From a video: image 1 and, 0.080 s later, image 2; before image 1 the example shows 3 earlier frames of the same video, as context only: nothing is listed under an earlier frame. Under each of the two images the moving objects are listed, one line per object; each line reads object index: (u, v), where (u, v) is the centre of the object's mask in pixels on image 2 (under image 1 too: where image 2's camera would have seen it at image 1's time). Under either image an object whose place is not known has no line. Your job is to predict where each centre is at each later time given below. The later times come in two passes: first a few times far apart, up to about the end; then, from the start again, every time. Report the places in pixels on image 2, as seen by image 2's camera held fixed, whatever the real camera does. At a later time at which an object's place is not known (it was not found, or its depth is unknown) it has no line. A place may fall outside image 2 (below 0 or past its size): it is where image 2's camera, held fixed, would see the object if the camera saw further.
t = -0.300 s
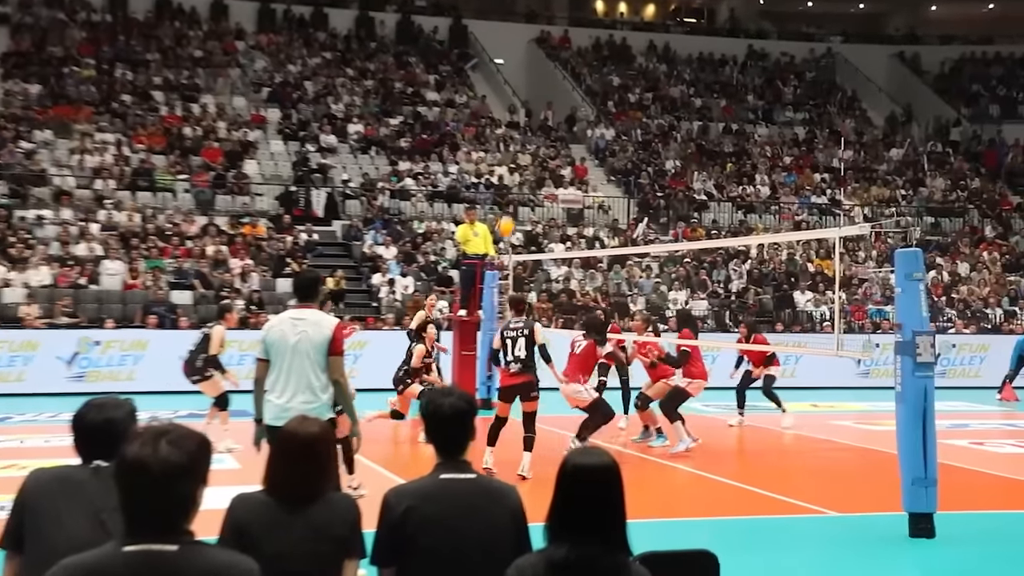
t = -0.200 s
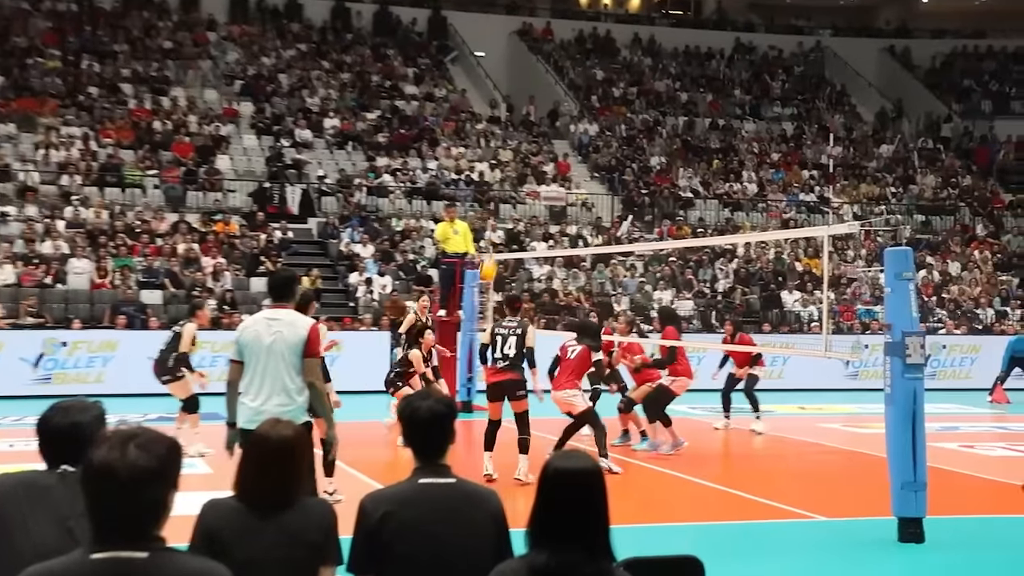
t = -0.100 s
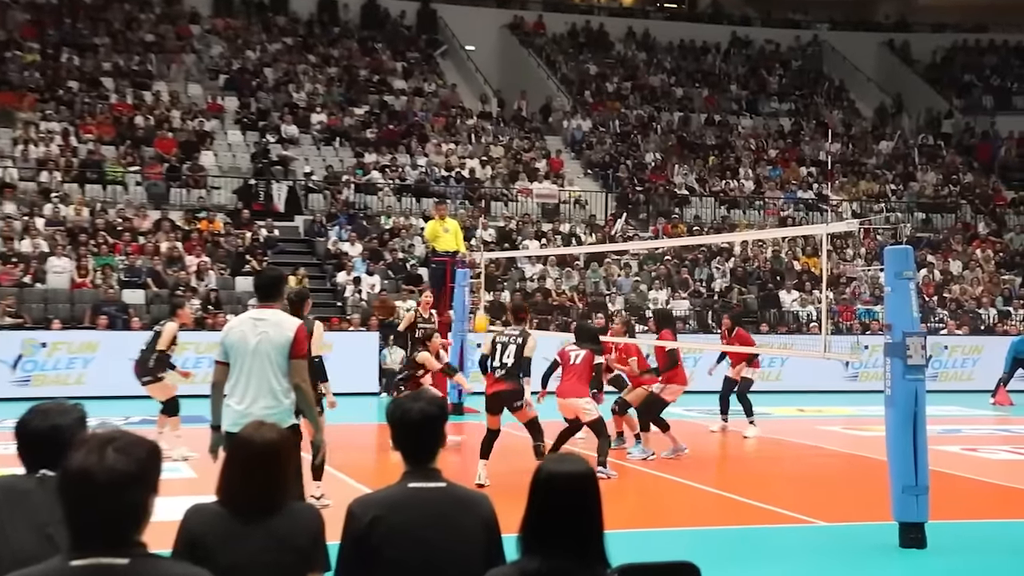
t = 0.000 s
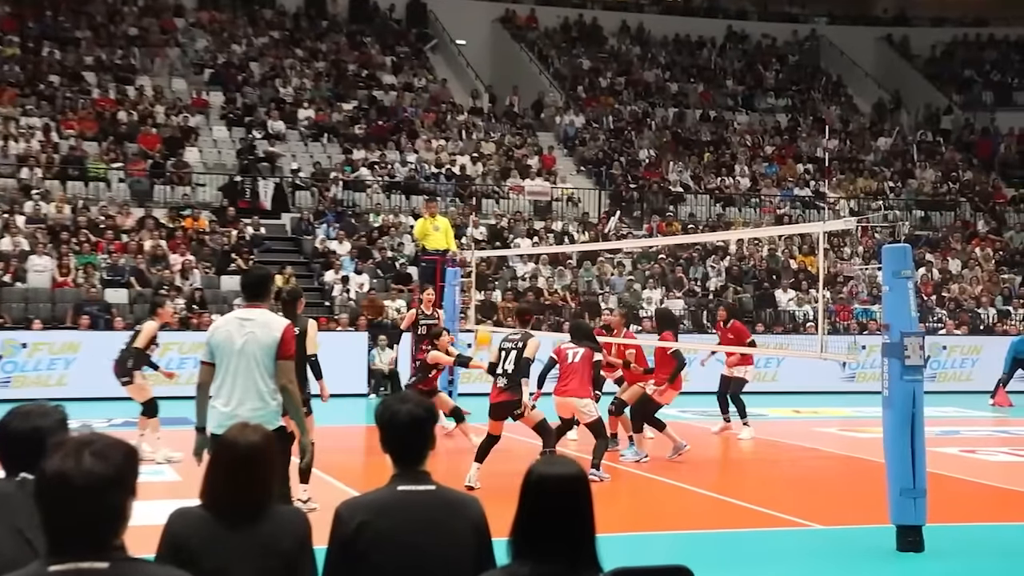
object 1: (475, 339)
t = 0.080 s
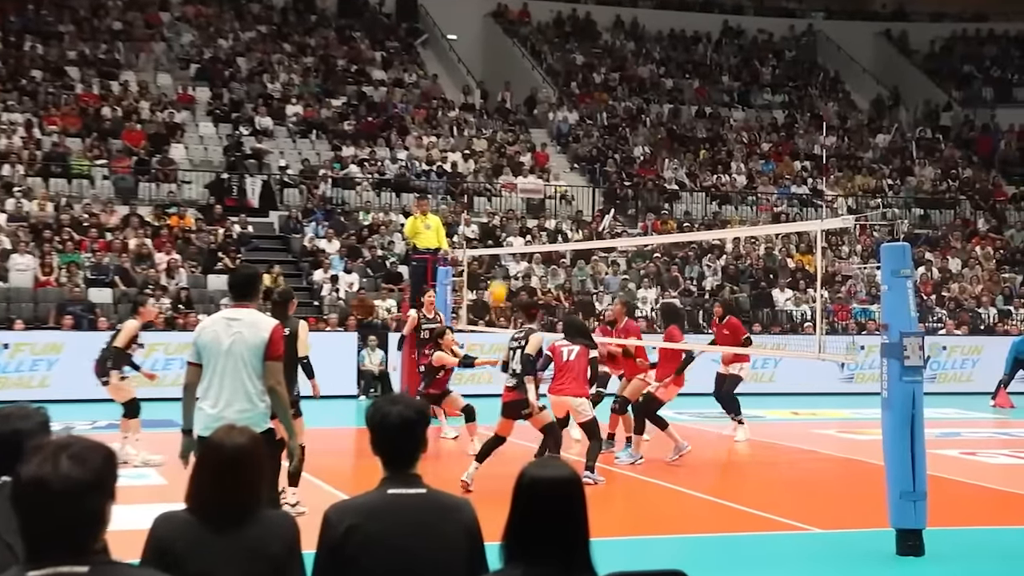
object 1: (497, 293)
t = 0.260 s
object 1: (548, 210)
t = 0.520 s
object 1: (615, 146)
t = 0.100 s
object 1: (503, 282)
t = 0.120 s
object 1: (508, 273)
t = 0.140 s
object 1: (515, 261)
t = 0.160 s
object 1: (521, 254)
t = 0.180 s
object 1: (527, 244)
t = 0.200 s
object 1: (531, 234)
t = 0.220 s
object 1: (536, 225)
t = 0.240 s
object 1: (543, 217)
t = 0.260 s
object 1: (548, 210)
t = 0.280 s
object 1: (553, 203)
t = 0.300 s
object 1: (558, 194)
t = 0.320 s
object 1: (563, 189)
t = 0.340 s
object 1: (568, 183)
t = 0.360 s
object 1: (575, 176)
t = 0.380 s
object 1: (580, 171)
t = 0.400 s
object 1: (585, 167)
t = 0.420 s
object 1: (590, 163)
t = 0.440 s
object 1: (595, 159)
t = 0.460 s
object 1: (600, 155)
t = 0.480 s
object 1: (605, 152)
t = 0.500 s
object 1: (610, 149)
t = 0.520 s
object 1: (615, 146)
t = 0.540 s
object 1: (620, 143)
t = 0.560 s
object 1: (625, 141)
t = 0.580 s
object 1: (630, 138)
